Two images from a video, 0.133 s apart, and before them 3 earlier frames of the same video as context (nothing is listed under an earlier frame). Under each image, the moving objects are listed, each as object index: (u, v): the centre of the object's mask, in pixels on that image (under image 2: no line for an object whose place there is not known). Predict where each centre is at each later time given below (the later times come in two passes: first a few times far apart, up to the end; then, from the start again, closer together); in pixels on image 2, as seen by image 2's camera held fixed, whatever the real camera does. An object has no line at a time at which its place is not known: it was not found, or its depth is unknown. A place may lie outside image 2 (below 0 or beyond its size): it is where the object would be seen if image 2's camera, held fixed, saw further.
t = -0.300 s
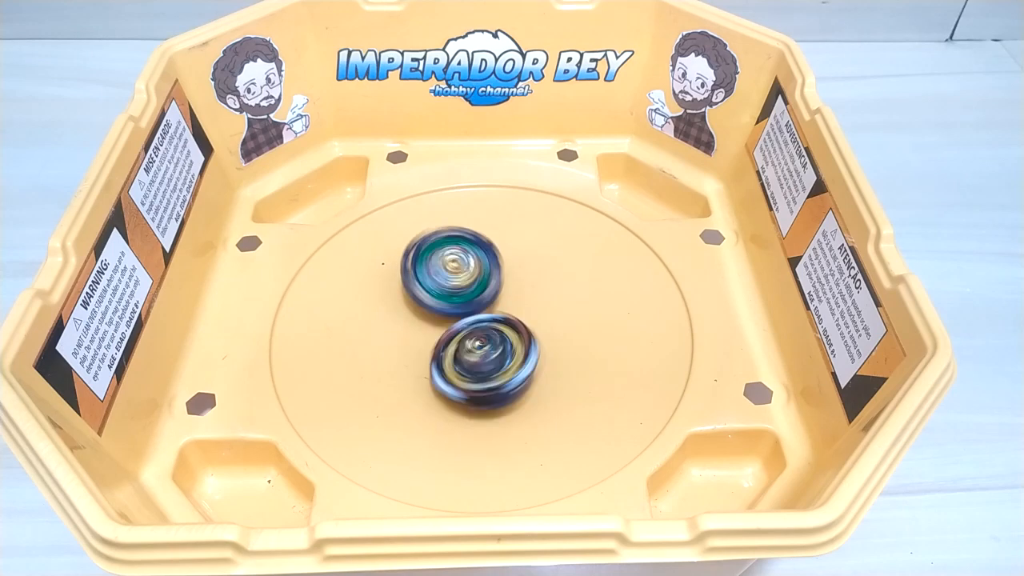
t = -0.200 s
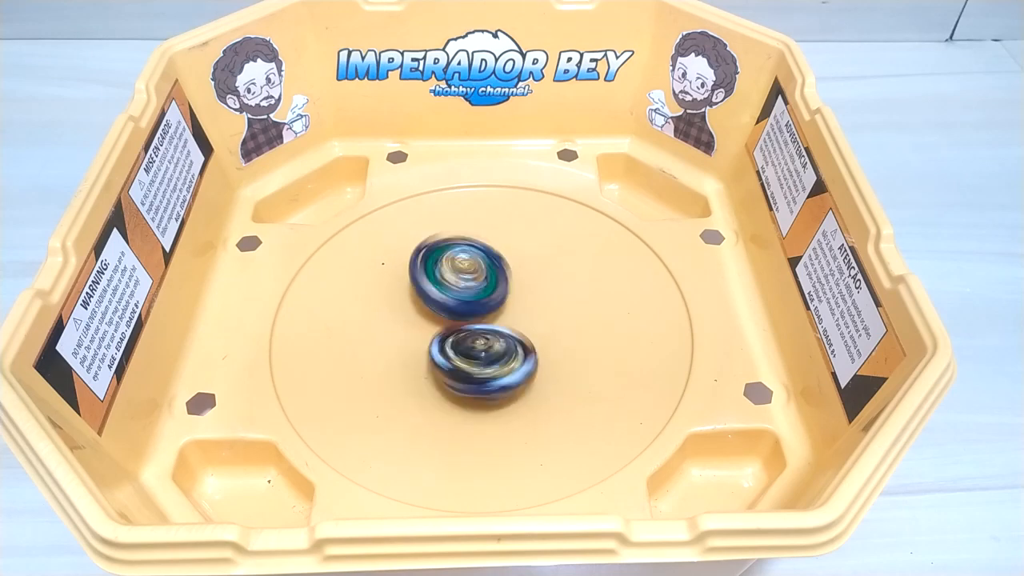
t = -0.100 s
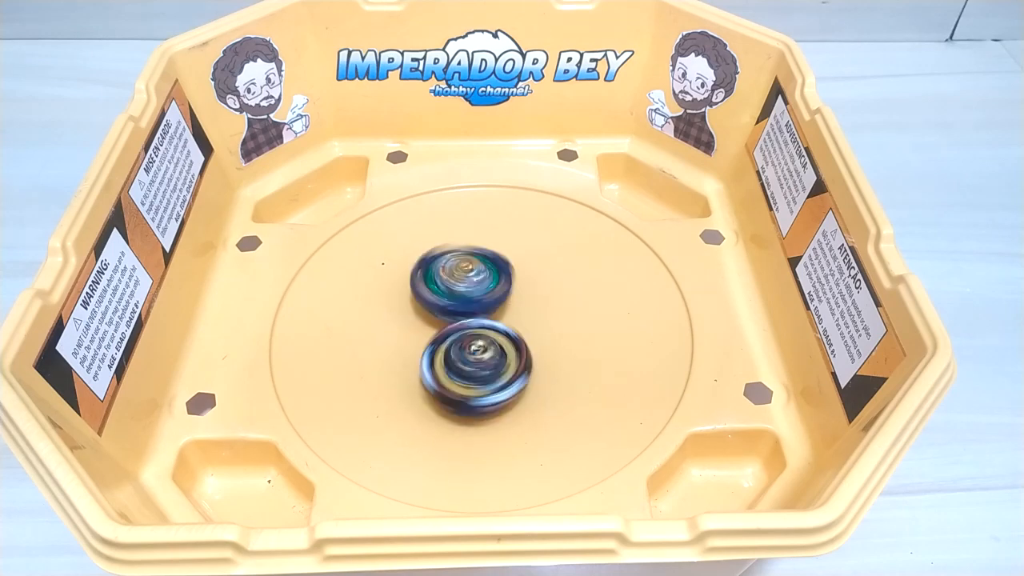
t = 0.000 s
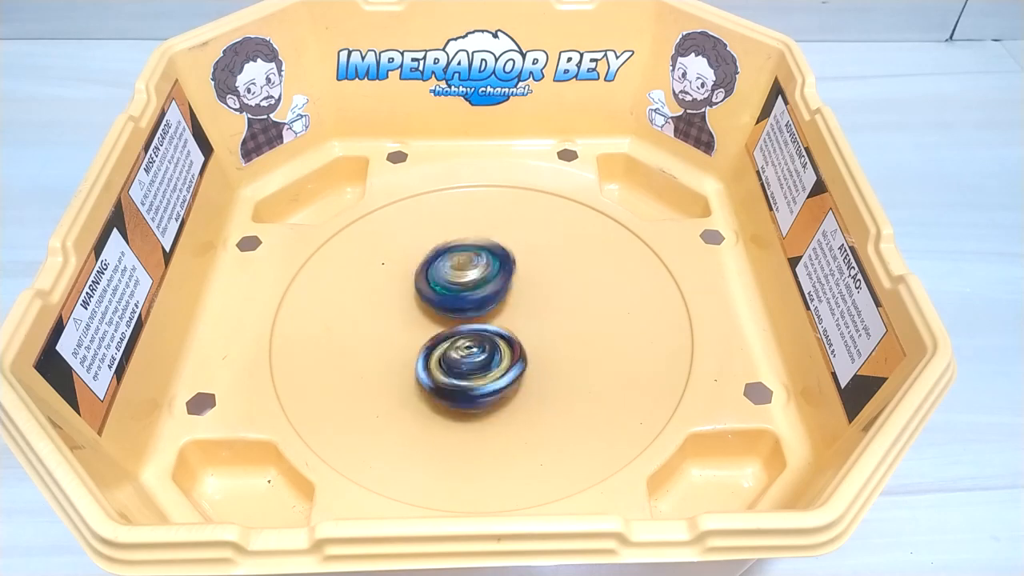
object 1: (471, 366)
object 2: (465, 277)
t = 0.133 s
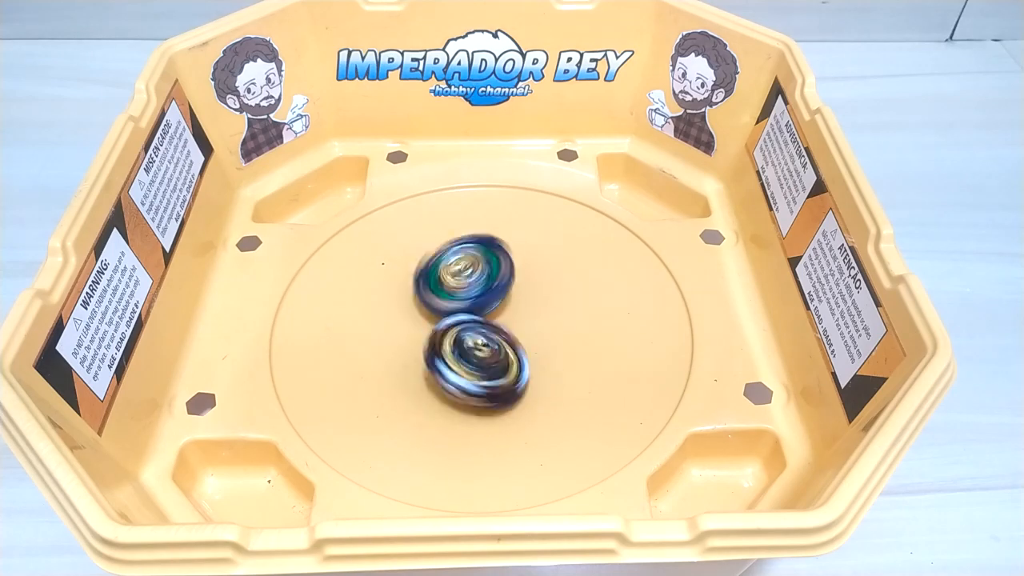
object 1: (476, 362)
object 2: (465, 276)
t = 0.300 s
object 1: (465, 370)
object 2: (463, 270)
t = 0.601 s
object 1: (490, 370)
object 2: (486, 283)
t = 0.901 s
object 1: (498, 366)
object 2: (490, 282)
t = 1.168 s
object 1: (503, 355)
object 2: (482, 272)
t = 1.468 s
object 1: (503, 354)
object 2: (442, 281)
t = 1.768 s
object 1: (510, 343)
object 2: (450, 276)
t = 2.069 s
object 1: (509, 343)
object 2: (443, 281)
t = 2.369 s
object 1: (509, 343)
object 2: (447, 279)
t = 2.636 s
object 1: (510, 343)
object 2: (444, 281)
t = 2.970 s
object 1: (509, 343)
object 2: (447, 279)
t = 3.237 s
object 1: (509, 343)
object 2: (444, 281)
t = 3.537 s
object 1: (509, 343)
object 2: (446, 280)
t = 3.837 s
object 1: (509, 343)
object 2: (445, 280)
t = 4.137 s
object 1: (509, 343)
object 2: (445, 280)
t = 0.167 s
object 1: (475, 362)
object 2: (463, 275)
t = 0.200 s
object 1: (471, 360)
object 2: (464, 274)
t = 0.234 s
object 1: (468, 361)
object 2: (466, 273)
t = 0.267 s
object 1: (465, 367)
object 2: (466, 272)
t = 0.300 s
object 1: (465, 370)
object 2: (463, 270)
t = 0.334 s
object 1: (468, 370)
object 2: (463, 269)
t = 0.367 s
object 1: (471, 370)
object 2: (463, 268)
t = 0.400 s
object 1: (477, 370)
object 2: (466, 269)
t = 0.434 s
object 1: (480, 371)
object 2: (469, 270)
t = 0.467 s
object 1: (485, 372)
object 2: (472, 271)
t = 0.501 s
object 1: (488, 371)
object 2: (475, 275)
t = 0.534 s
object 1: (489, 371)
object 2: (479, 278)
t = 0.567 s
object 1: (490, 369)
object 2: (483, 280)
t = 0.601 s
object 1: (490, 370)
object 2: (486, 283)
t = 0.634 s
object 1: (489, 372)
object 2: (491, 283)
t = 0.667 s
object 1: (488, 371)
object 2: (492, 283)
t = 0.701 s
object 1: (485, 370)
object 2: (493, 285)
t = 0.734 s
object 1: (488, 367)
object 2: (493, 285)
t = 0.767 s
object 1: (491, 365)
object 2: (493, 284)
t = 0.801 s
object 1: (496, 365)
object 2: (493, 285)
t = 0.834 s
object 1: (500, 364)
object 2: (492, 287)
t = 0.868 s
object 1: (499, 366)
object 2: (491, 284)
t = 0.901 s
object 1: (498, 366)
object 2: (490, 282)
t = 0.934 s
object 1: (497, 367)
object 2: (489, 279)
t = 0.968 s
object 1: (497, 366)
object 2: (487, 277)
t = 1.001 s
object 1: (499, 364)
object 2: (487, 275)
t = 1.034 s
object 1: (503, 362)
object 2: (486, 274)
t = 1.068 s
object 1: (504, 358)
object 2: (486, 273)
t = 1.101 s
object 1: (503, 357)
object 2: (485, 272)
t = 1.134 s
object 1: (503, 355)
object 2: (484, 271)
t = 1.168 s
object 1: (503, 355)
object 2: (482, 272)
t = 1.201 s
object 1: (502, 355)
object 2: (478, 274)
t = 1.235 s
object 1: (502, 354)
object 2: (474, 274)
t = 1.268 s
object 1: (503, 354)
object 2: (469, 276)
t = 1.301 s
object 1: (504, 352)
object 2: (463, 278)
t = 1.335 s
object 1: (505, 353)
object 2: (456, 280)
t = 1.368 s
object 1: (504, 354)
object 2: (451, 281)
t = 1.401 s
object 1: (503, 354)
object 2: (447, 282)
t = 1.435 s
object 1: (503, 354)
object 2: (444, 282)
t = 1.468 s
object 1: (503, 354)
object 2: (442, 281)
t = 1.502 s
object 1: (503, 354)
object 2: (441, 281)
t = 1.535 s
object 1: (504, 353)
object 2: (441, 281)
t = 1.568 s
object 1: (505, 351)
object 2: (442, 280)
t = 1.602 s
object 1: (507, 349)
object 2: (444, 280)
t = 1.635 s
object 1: (509, 347)
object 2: (446, 280)
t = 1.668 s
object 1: (511, 344)
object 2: (448, 279)
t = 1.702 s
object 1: (511, 343)
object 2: (449, 278)
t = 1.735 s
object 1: (510, 343)
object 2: (450, 277)
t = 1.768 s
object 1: (510, 343)
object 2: (450, 276)
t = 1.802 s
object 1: (509, 343)
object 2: (450, 276)
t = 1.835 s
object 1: (509, 343)
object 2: (450, 277)
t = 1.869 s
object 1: (509, 343)
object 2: (449, 278)
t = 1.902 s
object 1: (509, 343)
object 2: (448, 279)
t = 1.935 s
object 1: (509, 343)
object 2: (447, 279)
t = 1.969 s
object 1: (509, 343)
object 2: (446, 280)
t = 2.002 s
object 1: (509, 343)
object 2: (445, 281)
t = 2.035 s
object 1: (509, 343)
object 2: (444, 281)
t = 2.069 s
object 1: (509, 343)
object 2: (443, 281)
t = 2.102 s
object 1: (509, 343)
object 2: (443, 282)
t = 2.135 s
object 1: (509, 343)
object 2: (443, 282)
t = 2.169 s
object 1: (509, 343)
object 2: (443, 282)
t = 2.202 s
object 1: (509, 343)
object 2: (443, 281)
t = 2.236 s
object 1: (509, 343)
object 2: (444, 281)
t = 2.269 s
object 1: (509, 343)
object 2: (445, 280)
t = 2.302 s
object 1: (509, 343)
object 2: (446, 280)
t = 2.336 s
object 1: (509, 343)
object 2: (447, 279)
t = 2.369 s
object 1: (509, 343)
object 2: (447, 279)
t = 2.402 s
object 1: (509, 343)
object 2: (447, 279)
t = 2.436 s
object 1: (509, 343)
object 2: (447, 279)
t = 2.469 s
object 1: (509, 343)
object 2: (447, 279)
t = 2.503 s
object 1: (509, 343)
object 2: (446, 280)
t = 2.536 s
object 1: (509, 343)
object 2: (445, 280)
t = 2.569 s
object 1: (510, 343)
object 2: (445, 281)
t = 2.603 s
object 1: (510, 343)
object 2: (444, 281)
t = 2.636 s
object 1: (510, 343)
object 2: (444, 281)
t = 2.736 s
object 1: (509, 343)
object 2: (444, 281)
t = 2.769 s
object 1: (510, 343)
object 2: (444, 281)
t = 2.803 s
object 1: (509, 343)
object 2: (445, 280)
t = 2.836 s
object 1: (509, 343)
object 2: (446, 280)
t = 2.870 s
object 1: (509, 343)
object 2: (446, 280)
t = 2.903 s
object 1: (509, 343)
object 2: (446, 279)
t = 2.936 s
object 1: (509, 343)
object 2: (447, 279)
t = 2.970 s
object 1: (509, 343)
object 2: (447, 279)
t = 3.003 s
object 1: (509, 343)
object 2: (447, 279)
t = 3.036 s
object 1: (509, 343)
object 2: (447, 279)
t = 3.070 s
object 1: (509, 343)
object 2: (446, 280)
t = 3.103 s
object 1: (509, 343)
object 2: (446, 280)
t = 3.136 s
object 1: (509, 343)
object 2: (445, 280)
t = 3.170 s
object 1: (509, 343)
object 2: (445, 280)
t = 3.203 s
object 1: (509, 343)
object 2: (444, 281)
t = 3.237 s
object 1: (509, 343)
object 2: (444, 281)
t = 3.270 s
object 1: (509, 343)
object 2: (444, 281)
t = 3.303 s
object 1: (509, 343)
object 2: (444, 281)
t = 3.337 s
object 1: (509, 343)
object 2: (445, 281)
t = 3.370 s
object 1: (509, 343)
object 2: (445, 280)
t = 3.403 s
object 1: (509, 343)
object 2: (445, 280)
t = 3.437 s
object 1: (509, 343)
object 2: (446, 280)
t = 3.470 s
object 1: (509, 343)
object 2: (446, 280)
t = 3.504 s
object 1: (509, 343)
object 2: (446, 280)
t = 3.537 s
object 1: (509, 343)
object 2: (446, 280)
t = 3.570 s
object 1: (510, 343)
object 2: (446, 280)
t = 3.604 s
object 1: (509, 343)
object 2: (446, 280)
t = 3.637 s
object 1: (510, 343)
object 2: (446, 280)
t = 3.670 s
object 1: (509, 343)
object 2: (446, 280)
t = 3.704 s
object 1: (509, 343)
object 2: (446, 280)
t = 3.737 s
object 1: (509, 343)
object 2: (446, 280)
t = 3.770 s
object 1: (510, 343)
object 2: (445, 280)
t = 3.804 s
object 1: (510, 343)
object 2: (445, 280)
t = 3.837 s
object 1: (509, 343)
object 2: (445, 280)
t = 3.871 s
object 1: (509, 343)
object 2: (445, 281)
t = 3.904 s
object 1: (509, 343)
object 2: (445, 281)
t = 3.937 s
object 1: (510, 343)
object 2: (445, 281)
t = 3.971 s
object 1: (509, 343)
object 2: (445, 280)
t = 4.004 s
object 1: (509, 343)
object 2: (445, 280)
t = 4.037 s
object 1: (509, 343)
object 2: (445, 280)
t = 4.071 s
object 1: (509, 343)
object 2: (445, 280)
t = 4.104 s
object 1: (509, 343)
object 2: (445, 280)
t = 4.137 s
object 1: (509, 343)
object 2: (445, 280)
